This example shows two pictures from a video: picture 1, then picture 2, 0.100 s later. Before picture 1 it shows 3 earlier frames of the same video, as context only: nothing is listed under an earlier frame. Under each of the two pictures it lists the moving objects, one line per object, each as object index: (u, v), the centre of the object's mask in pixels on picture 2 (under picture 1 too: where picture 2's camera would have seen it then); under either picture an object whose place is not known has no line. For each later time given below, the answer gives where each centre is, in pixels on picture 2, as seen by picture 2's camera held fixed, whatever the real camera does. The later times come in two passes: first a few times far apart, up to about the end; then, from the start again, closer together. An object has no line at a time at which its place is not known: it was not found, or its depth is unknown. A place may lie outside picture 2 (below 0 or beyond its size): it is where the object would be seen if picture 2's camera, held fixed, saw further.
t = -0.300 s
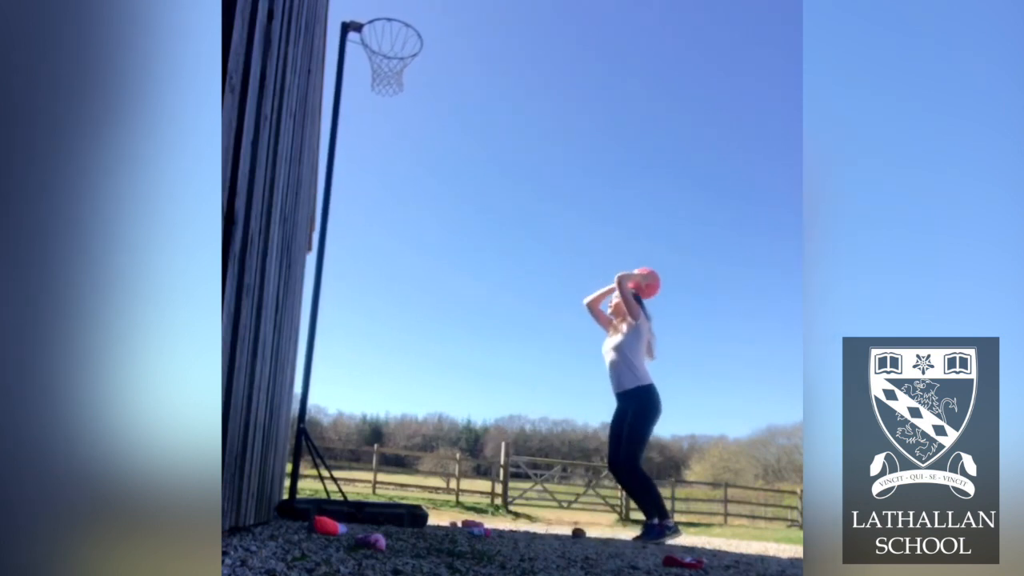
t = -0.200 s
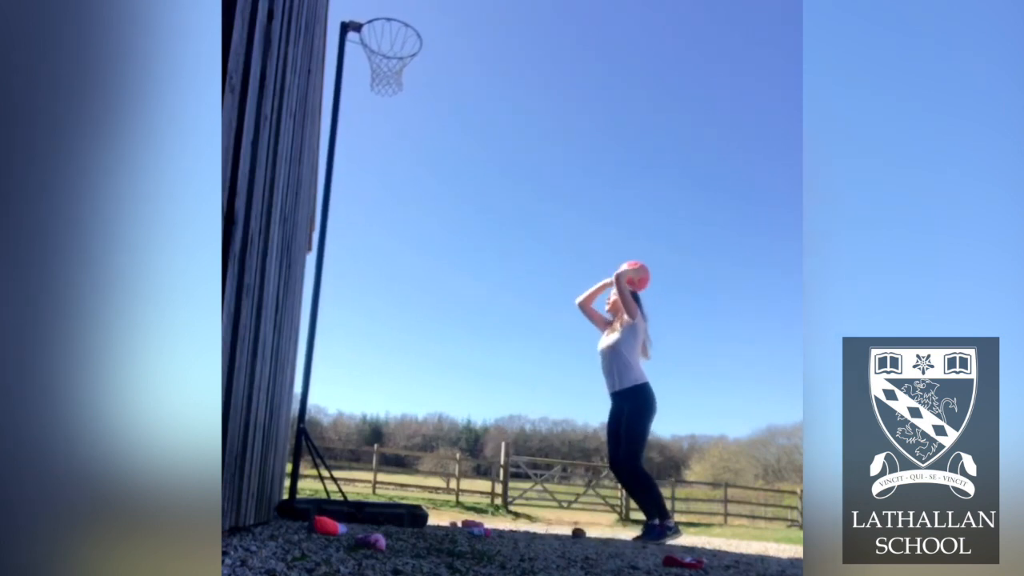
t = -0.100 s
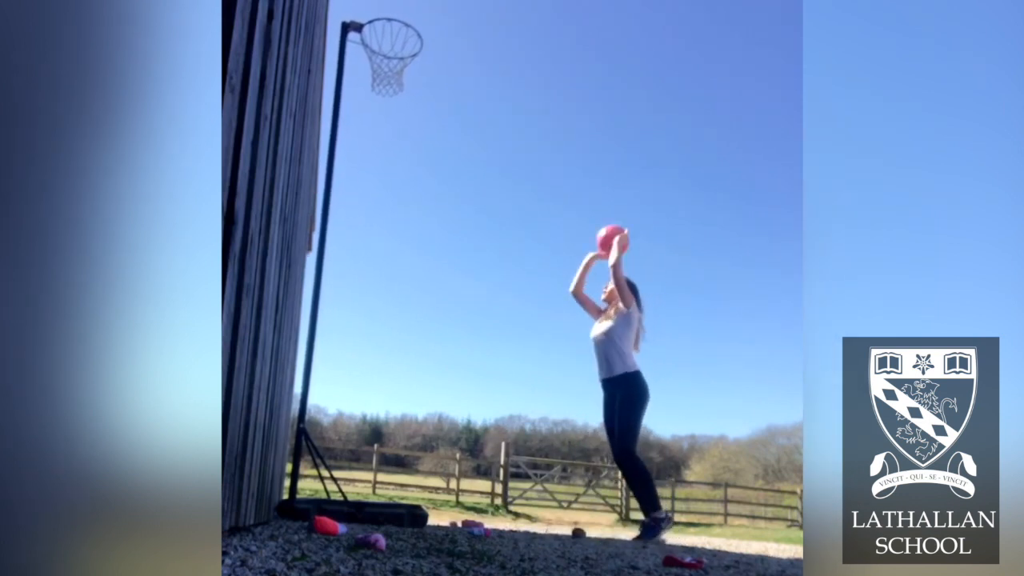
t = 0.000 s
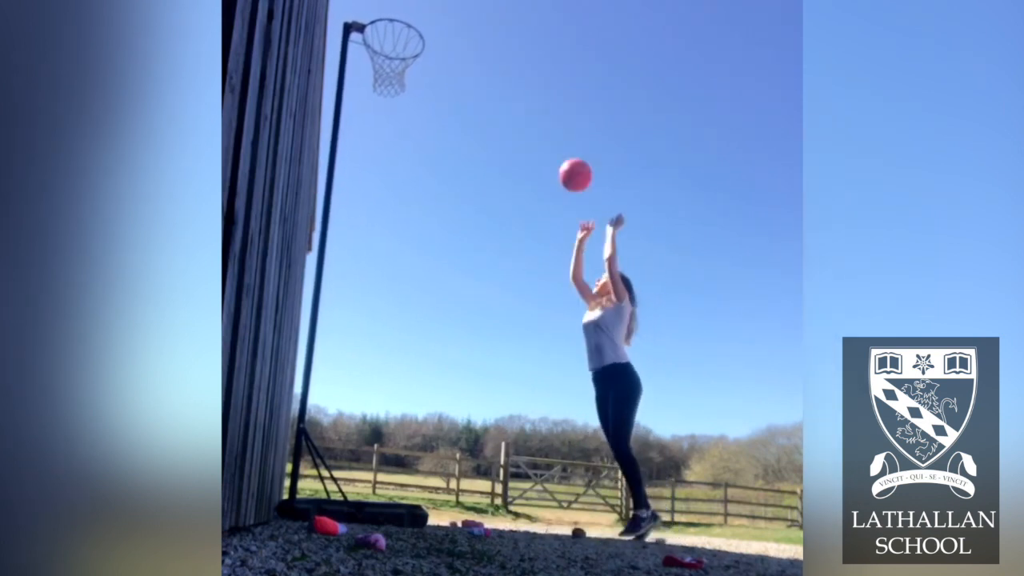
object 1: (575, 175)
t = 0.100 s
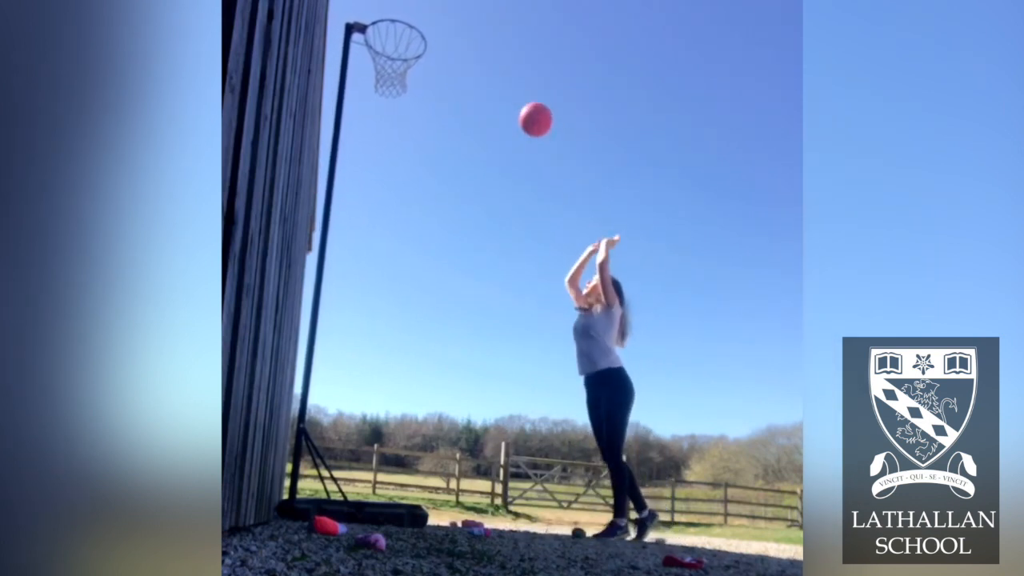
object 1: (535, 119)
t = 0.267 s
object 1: (466, 54)
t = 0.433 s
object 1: (390, 27)
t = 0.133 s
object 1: (522, 103)
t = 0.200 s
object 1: (494, 76)
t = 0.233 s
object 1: (480, 64)
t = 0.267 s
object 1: (466, 54)
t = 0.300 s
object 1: (451, 46)
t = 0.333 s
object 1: (437, 39)
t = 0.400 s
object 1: (406, 30)
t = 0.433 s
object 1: (390, 27)
